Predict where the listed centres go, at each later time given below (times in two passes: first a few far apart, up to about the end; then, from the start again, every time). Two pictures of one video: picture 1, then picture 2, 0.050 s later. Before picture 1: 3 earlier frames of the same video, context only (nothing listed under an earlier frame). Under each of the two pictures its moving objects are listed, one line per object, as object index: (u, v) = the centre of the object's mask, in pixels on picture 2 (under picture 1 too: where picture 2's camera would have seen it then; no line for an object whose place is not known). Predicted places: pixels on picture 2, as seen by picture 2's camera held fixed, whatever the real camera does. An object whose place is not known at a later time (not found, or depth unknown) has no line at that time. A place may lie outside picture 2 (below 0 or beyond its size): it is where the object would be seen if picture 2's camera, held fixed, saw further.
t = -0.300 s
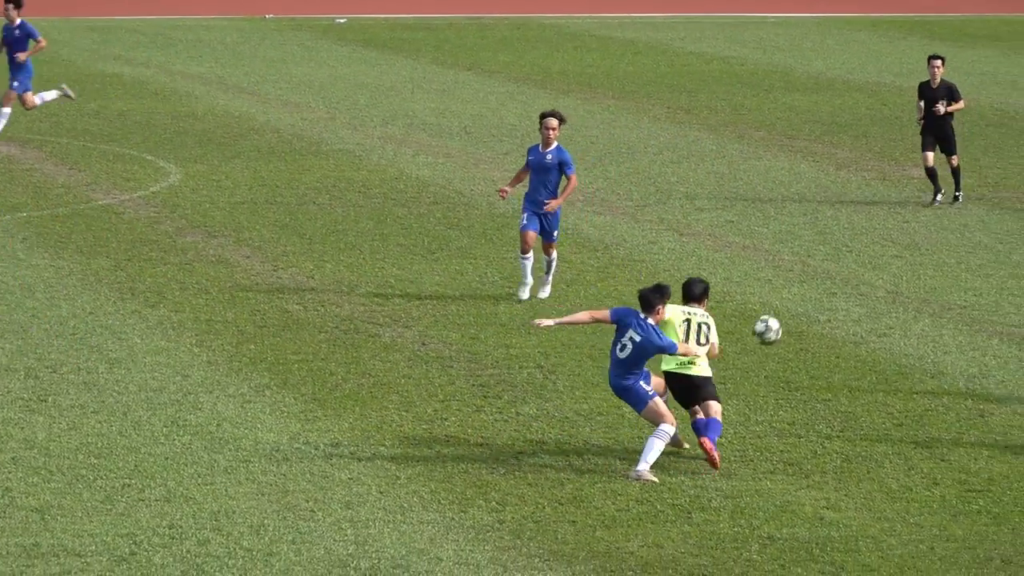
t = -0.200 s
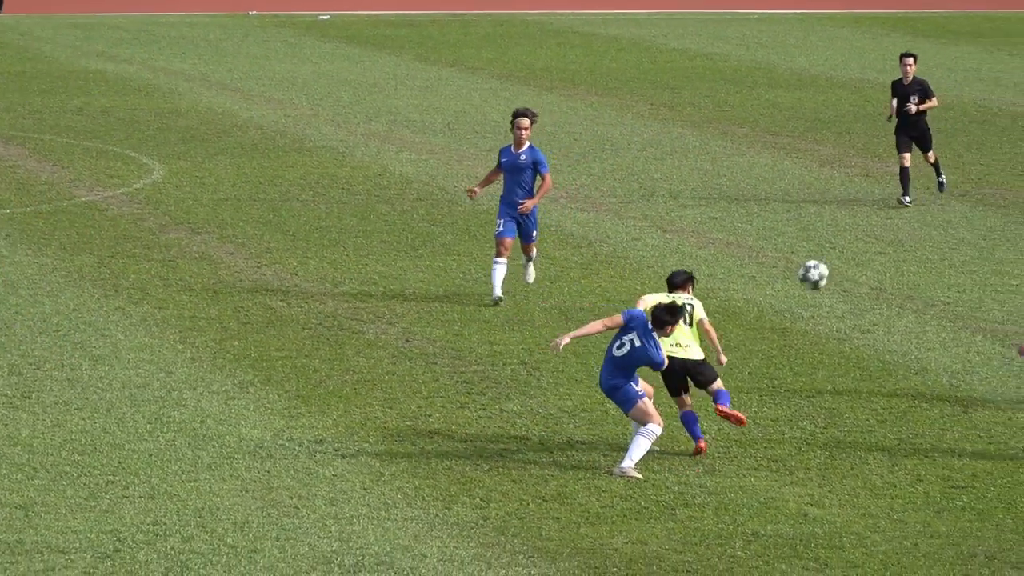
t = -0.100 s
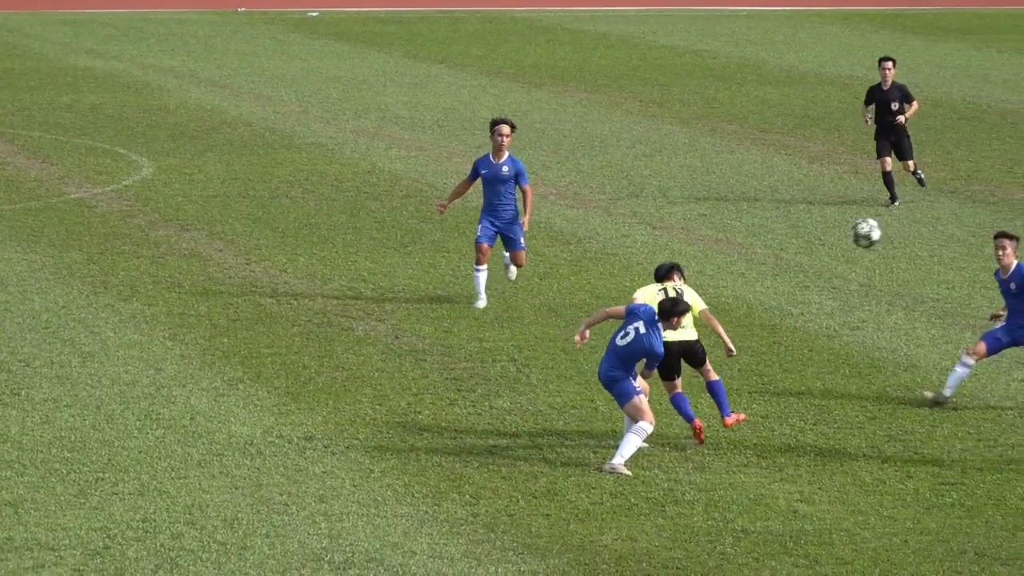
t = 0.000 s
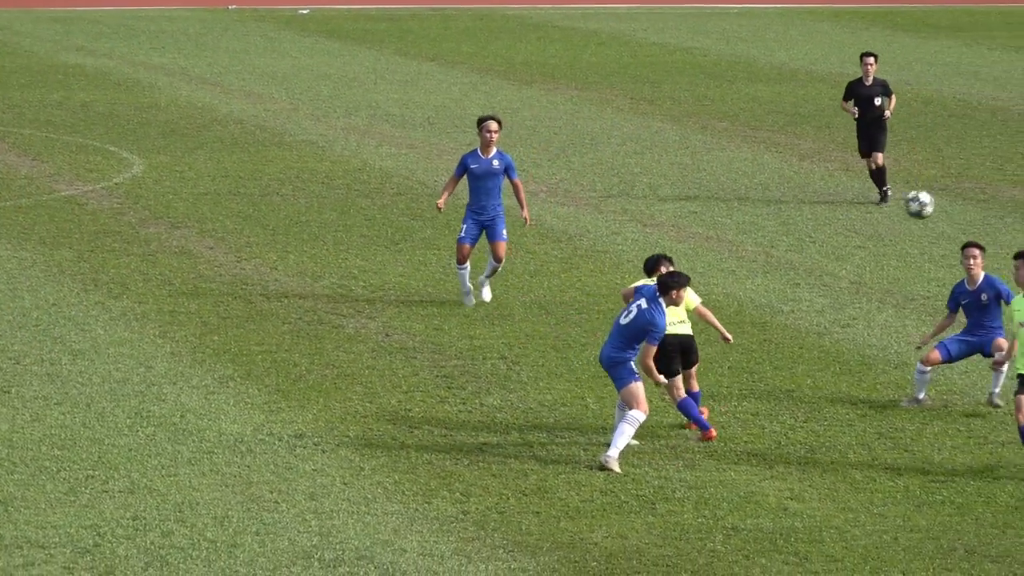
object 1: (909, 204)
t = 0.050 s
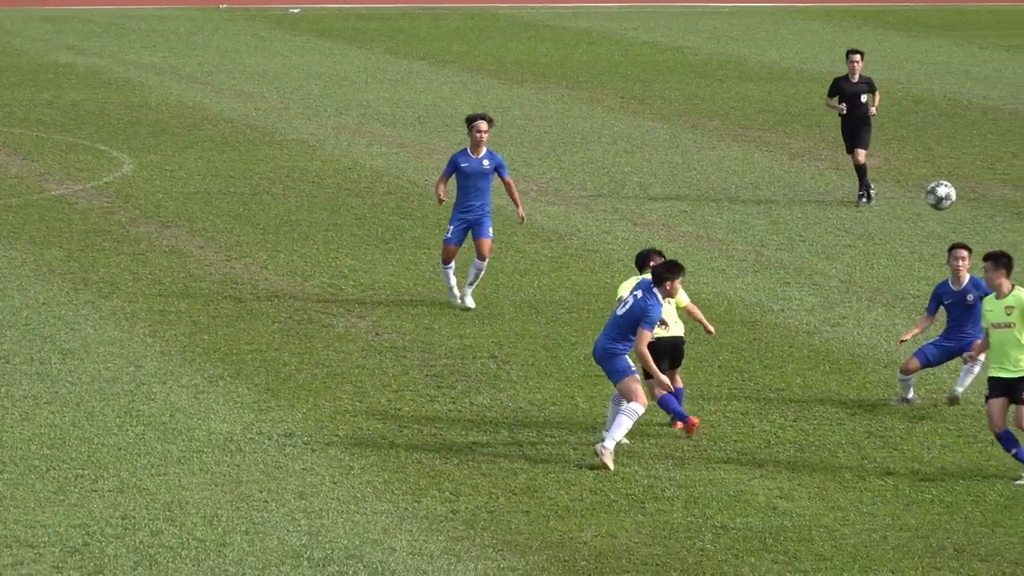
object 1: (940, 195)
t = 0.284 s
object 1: (1095, 195)
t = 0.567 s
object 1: (1290, 300)
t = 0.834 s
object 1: (1458, 434)
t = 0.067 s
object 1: (951, 193)
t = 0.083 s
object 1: (962, 191)
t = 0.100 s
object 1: (973, 189)
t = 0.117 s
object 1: (984, 187)
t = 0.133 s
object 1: (995, 187)
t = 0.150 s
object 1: (1006, 186)
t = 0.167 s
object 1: (1017, 186)
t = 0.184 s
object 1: (1028, 186)
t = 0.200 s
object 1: (1039, 186)
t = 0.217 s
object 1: (1050, 188)
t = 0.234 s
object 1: (1062, 189)
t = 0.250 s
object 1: (1073, 191)
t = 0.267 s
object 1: (1084, 192)
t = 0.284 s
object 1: (1095, 195)
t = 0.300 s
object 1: (1107, 198)
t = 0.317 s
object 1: (1118, 201)
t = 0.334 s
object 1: (1129, 205)
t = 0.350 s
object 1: (1141, 209)
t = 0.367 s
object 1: (1152, 214)
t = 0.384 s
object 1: (1164, 219)
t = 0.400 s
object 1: (1176, 224)
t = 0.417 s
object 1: (1187, 230)
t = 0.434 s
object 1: (1199, 237)
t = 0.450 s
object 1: (1210, 243)
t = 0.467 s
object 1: (1221, 250)
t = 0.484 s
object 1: (1233, 257)
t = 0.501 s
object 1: (1245, 265)
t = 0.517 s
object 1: (1256, 273)
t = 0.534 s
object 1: (1267, 281)
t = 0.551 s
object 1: (1279, 291)
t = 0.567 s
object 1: (1290, 300)
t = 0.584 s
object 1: (1303, 310)
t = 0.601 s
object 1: (1314, 320)
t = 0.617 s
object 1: (1326, 331)
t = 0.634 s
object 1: (1337, 342)
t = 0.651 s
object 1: (1349, 354)
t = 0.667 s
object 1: (1360, 365)
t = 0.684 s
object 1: (1373, 379)
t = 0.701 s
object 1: (1385, 392)
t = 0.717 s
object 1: (1397, 405)
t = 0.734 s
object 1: (1409, 419)
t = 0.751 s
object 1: (1420, 433)
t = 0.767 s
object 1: (1433, 448)
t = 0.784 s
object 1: (1443, 456)
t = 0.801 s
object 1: (1448, 450)
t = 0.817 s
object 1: (1452, 442)
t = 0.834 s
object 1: (1458, 434)
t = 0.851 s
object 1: (1463, 427)
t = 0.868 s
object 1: (1469, 421)
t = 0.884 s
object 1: (1474, 415)
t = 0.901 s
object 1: (1480, 409)
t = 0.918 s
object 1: (1485, 404)
